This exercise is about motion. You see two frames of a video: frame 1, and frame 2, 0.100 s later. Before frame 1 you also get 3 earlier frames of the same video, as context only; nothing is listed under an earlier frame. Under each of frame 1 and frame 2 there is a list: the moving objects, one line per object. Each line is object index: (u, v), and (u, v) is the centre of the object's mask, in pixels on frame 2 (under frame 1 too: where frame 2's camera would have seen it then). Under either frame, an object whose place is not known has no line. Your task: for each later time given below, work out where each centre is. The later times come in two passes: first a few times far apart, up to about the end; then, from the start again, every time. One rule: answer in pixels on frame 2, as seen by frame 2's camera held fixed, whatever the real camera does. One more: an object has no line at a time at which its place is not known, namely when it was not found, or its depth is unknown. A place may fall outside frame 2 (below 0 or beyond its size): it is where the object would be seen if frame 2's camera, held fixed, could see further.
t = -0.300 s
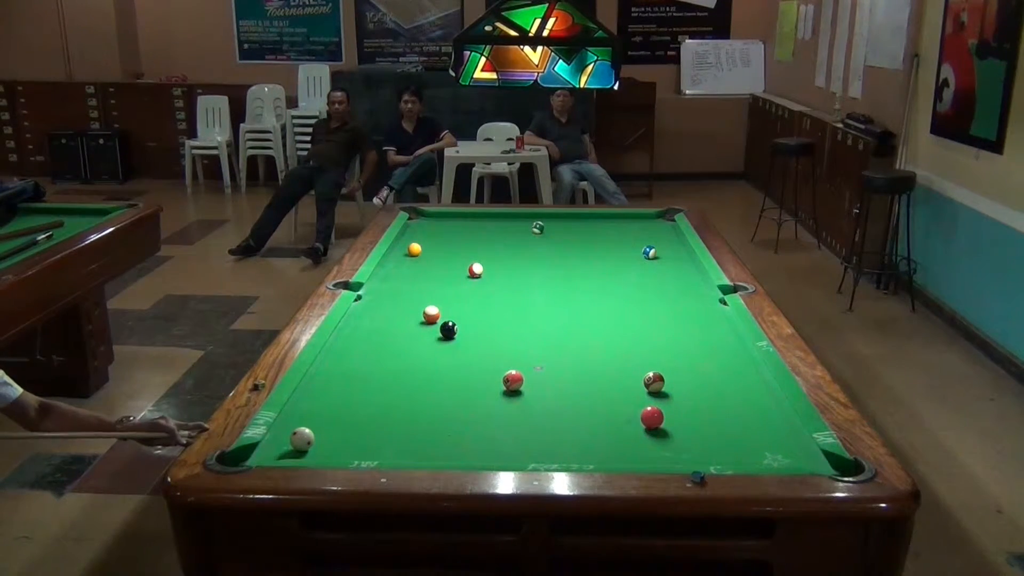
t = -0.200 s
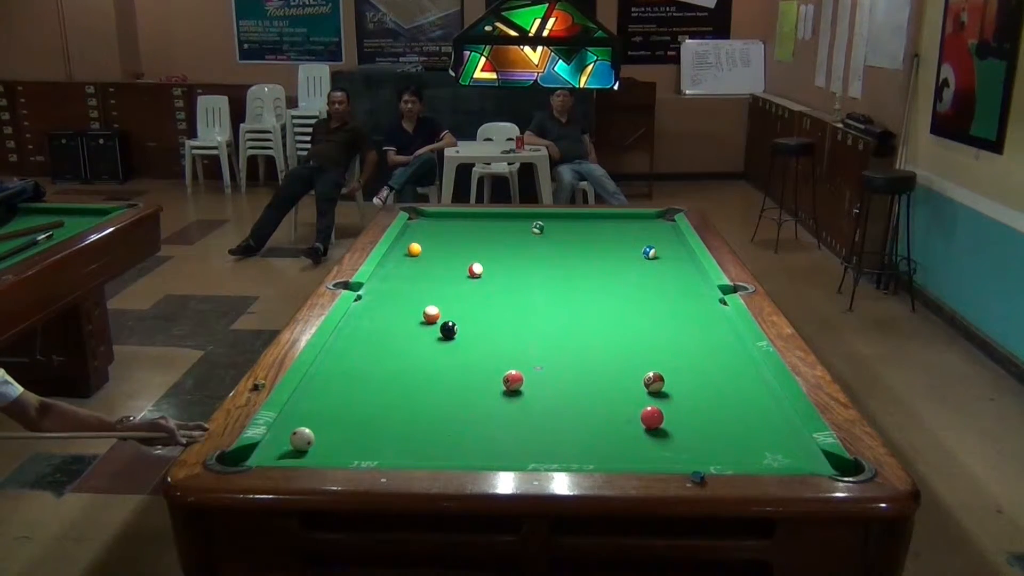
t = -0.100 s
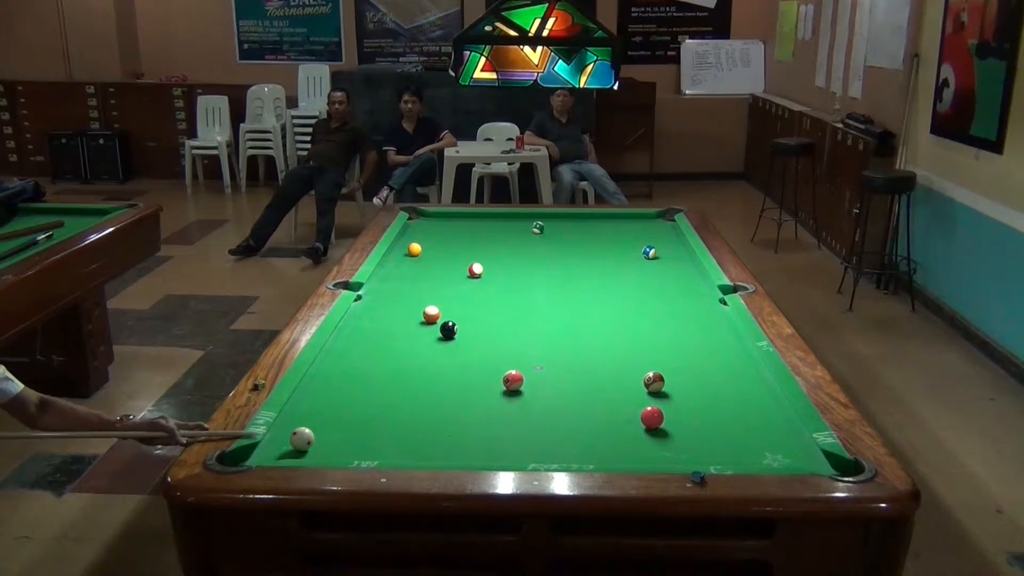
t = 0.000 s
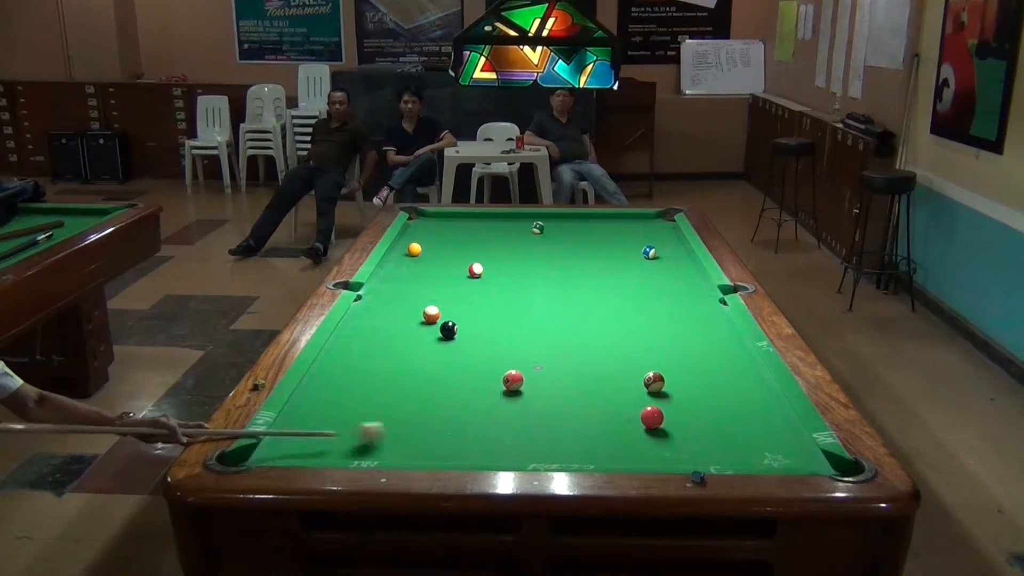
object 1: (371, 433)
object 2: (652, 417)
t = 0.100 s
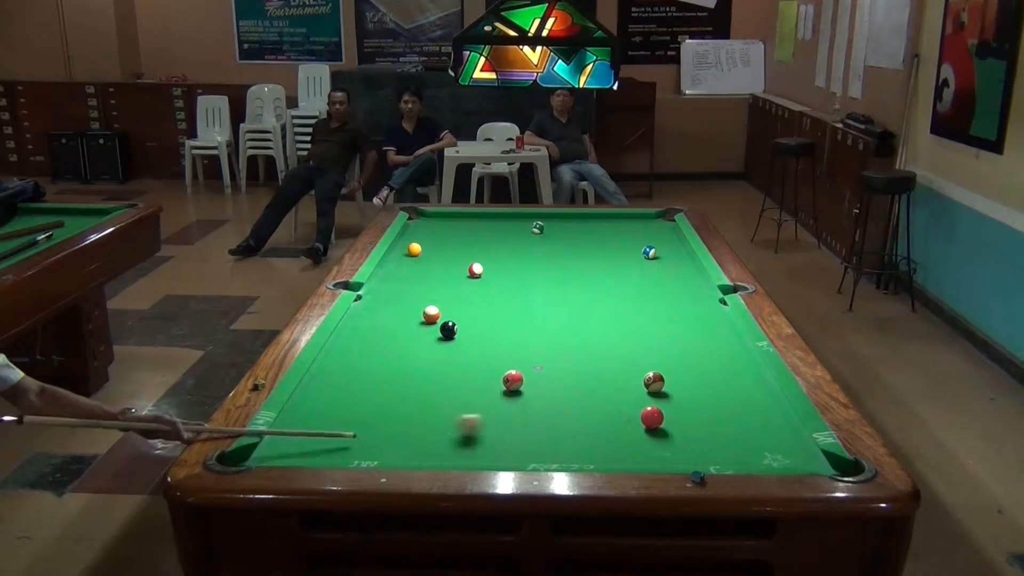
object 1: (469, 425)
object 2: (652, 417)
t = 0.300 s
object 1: (642, 405)
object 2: (666, 421)
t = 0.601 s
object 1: (745, 355)
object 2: (806, 458)
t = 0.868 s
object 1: (675, 328)
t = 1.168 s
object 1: (612, 303)
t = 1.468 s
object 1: (561, 283)
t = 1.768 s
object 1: (517, 265)
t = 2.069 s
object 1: (479, 250)
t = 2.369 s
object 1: (446, 237)
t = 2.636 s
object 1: (420, 226)
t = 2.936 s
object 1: (423, 219)
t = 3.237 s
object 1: (438, 215)
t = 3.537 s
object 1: (445, 217)
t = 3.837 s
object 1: (450, 219)
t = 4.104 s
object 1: (455, 221)
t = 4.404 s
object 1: (460, 223)
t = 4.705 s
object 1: (463, 224)
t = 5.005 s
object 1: (466, 225)
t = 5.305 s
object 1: (468, 226)
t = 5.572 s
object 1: (468, 226)
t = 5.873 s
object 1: (469, 226)
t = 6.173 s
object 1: (469, 226)
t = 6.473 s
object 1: (468, 226)
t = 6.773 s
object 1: (468, 226)
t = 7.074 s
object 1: (468, 226)
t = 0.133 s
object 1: (502, 422)
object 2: (652, 417)
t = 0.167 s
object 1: (534, 420)
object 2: (652, 417)
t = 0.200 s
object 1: (565, 417)
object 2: (652, 417)
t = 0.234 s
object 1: (596, 415)
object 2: (652, 417)
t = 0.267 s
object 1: (626, 412)
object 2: (652, 417)
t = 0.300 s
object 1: (642, 405)
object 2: (666, 421)
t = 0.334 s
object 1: (654, 398)
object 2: (684, 426)
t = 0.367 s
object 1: (665, 391)
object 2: (701, 431)
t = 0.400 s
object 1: (680, 386)
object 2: (716, 435)
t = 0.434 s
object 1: (694, 380)
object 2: (731, 439)
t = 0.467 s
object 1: (708, 374)
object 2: (745, 443)
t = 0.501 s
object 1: (721, 369)
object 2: (760, 447)
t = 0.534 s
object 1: (734, 364)
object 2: (775, 451)
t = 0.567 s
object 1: (747, 359)
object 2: (790, 455)
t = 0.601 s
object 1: (745, 355)
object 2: (806, 458)
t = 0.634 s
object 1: (734, 352)
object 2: (820, 462)
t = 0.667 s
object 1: (724, 348)
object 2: (836, 467)
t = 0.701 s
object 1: (716, 345)
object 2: (848, 472)
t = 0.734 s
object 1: (707, 342)
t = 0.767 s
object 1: (699, 338)
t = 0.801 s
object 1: (691, 335)
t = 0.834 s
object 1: (683, 332)
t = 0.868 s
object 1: (675, 328)
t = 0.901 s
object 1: (668, 325)
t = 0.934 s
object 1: (660, 323)
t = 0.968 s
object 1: (653, 320)
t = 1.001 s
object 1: (646, 317)
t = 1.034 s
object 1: (639, 314)
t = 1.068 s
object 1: (632, 311)
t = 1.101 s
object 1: (625, 309)
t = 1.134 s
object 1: (619, 306)
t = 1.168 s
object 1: (612, 303)
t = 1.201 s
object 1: (606, 301)
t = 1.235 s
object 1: (600, 299)
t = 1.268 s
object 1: (594, 296)
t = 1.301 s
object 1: (588, 294)
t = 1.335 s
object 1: (583, 292)
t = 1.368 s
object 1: (577, 289)
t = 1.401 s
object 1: (572, 287)
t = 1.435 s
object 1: (566, 285)
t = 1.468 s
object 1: (561, 283)
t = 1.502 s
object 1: (555, 281)
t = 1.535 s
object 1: (550, 279)
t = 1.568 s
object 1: (545, 276)
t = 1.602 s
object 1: (540, 274)
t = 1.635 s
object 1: (536, 273)
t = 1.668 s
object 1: (531, 271)
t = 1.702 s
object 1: (526, 269)
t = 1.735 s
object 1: (521, 267)
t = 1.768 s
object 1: (517, 265)
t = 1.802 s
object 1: (512, 263)
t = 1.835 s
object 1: (508, 262)
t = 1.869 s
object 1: (503, 260)
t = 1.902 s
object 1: (499, 258)
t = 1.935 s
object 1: (495, 256)
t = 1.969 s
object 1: (491, 255)
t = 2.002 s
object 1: (486, 253)
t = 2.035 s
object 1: (483, 251)
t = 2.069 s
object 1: (479, 250)
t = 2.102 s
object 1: (475, 248)
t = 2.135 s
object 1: (471, 247)
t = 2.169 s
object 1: (467, 245)
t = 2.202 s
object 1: (464, 244)
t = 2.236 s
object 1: (460, 242)
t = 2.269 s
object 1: (456, 241)
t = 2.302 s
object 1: (453, 239)
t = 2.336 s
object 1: (449, 238)
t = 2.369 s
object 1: (446, 237)
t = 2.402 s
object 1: (442, 235)
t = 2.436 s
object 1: (439, 234)
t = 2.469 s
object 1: (436, 233)
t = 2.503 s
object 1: (433, 232)
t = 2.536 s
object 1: (430, 230)
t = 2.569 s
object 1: (426, 229)
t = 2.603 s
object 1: (423, 228)
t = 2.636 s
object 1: (420, 226)
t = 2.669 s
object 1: (417, 225)
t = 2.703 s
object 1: (414, 224)
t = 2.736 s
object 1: (411, 223)
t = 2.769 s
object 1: (412, 222)
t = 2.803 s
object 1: (415, 222)
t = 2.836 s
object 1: (417, 221)
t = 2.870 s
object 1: (419, 220)
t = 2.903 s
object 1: (421, 220)
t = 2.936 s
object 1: (423, 219)
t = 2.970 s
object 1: (425, 218)
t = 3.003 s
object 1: (427, 218)
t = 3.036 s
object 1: (429, 217)
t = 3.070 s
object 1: (431, 216)
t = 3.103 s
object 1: (433, 216)
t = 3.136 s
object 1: (434, 215)
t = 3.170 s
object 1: (436, 215)
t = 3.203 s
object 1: (438, 214)
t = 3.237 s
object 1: (438, 215)
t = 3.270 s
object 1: (439, 215)
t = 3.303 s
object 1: (440, 215)
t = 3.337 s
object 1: (441, 215)
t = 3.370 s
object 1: (441, 216)
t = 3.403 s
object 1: (442, 216)
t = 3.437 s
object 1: (443, 216)
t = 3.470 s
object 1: (443, 216)
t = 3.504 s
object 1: (444, 217)
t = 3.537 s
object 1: (445, 217)
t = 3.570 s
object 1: (445, 217)
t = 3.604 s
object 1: (446, 218)
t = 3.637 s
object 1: (447, 218)
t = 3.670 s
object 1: (447, 218)
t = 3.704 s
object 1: (448, 218)
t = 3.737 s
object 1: (449, 219)
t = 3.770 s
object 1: (449, 219)
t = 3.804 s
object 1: (450, 219)
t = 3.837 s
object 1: (450, 219)
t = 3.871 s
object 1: (451, 220)
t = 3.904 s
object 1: (451, 220)
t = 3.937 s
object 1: (452, 220)
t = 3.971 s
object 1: (453, 220)
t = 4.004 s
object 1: (453, 220)
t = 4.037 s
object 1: (454, 221)
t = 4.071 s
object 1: (454, 221)
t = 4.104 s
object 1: (455, 221)
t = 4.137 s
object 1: (455, 221)
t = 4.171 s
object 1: (456, 222)
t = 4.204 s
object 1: (456, 222)
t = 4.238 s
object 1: (457, 222)
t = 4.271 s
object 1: (458, 222)
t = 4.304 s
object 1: (458, 222)
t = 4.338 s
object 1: (459, 222)
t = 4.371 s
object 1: (459, 223)
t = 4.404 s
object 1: (460, 223)
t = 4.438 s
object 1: (460, 223)
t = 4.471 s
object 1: (461, 223)
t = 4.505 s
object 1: (461, 223)
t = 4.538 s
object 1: (461, 224)
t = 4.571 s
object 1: (462, 224)
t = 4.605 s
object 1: (462, 224)
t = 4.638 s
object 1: (463, 224)
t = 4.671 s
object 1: (463, 224)
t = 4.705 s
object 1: (463, 224)
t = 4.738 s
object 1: (464, 224)
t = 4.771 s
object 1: (464, 224)
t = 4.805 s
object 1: (464, 224)
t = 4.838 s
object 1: (465, 225)
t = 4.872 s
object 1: (465, 225)
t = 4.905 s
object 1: (465, 225)
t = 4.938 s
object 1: (466, 225)
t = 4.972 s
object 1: (466, 225)
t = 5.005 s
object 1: (466, 225)
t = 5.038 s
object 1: (466, 225)
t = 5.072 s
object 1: (467, 225)
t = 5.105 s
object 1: (467, 226)
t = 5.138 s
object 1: (467, 226)
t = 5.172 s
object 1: (467, 226)
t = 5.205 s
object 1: (467, 226)
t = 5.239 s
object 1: (467, 226)
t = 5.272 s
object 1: (467, 226)
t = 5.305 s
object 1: (468, 226)
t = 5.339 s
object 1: (468, 226)
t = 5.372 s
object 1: (468, 226)
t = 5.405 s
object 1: (468, 226)
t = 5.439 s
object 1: (468, 226)
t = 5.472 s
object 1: (468, 226)
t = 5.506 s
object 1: (468, 226)
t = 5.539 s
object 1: (468, 226)
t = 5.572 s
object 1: (468, 226)
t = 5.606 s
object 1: (469, 226)
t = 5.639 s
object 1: (469, 226)
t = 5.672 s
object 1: (469, 226)
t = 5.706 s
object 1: (469, 226)
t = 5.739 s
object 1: (469, 226)
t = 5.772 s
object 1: (469, 226)
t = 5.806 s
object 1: (469, 226)
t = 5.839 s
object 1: (469, 226)
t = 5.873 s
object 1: (469, 226)
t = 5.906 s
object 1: (469, 226)
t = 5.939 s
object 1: (469, 226)
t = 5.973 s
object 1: (469, 226)
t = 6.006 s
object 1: (469, 226)
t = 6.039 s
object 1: (469, 226)
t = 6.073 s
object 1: (469, 226)
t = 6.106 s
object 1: (469, 226)
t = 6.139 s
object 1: (469, 226)
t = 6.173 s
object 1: (469, 226)
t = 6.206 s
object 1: (469, 226)
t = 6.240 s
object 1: (469, 226)
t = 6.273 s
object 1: (469, 226)
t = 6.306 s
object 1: (469, 226)
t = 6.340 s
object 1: (469, 226)
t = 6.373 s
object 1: (468, 226)
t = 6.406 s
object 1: (468, 226)
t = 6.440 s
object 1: (468, 226)
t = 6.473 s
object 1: (468, 226)
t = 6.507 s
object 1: (468, 226)
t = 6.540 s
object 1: (468, 226)
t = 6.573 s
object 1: (468, 226)
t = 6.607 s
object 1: (468, 226)
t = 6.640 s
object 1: (468, 226)
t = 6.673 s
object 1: (468, 226)
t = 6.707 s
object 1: (468, 226)
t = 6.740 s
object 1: (468, 226)
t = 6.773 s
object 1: (468, 226)
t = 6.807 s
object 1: (468, 226)
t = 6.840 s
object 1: (468, 226)
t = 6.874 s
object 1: (468, 226)
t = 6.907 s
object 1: (468, 226)
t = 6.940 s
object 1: (468, 226)
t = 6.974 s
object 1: (468, 226)
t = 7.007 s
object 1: (468, 226)
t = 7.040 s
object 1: (468, 226)
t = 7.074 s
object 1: (468, 226)
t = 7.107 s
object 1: (468, 226)
